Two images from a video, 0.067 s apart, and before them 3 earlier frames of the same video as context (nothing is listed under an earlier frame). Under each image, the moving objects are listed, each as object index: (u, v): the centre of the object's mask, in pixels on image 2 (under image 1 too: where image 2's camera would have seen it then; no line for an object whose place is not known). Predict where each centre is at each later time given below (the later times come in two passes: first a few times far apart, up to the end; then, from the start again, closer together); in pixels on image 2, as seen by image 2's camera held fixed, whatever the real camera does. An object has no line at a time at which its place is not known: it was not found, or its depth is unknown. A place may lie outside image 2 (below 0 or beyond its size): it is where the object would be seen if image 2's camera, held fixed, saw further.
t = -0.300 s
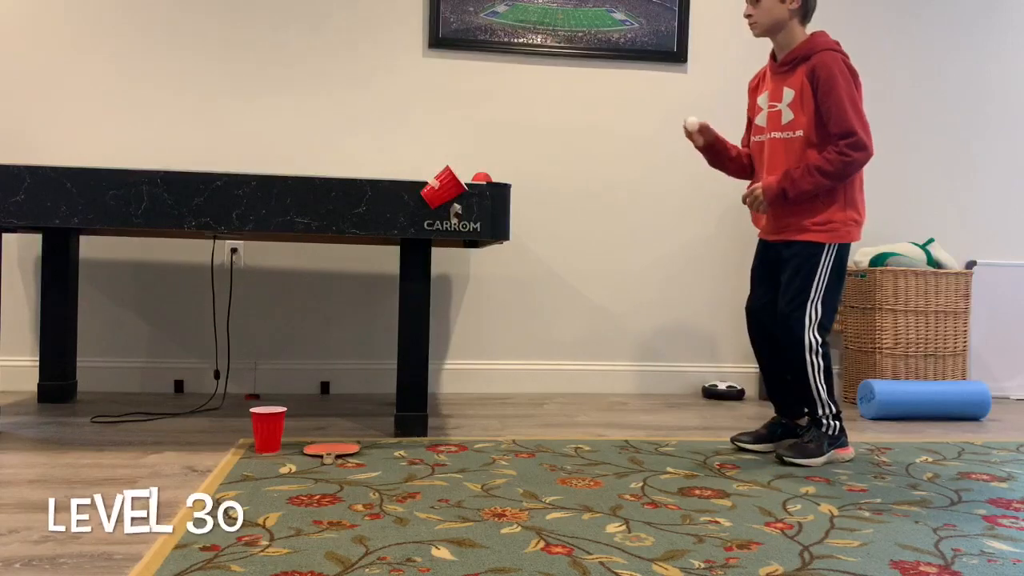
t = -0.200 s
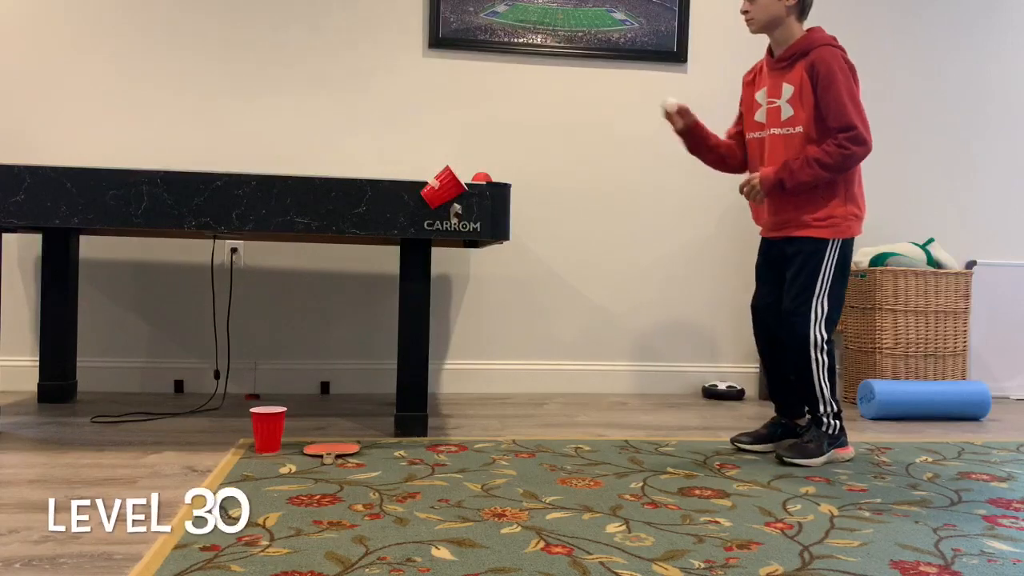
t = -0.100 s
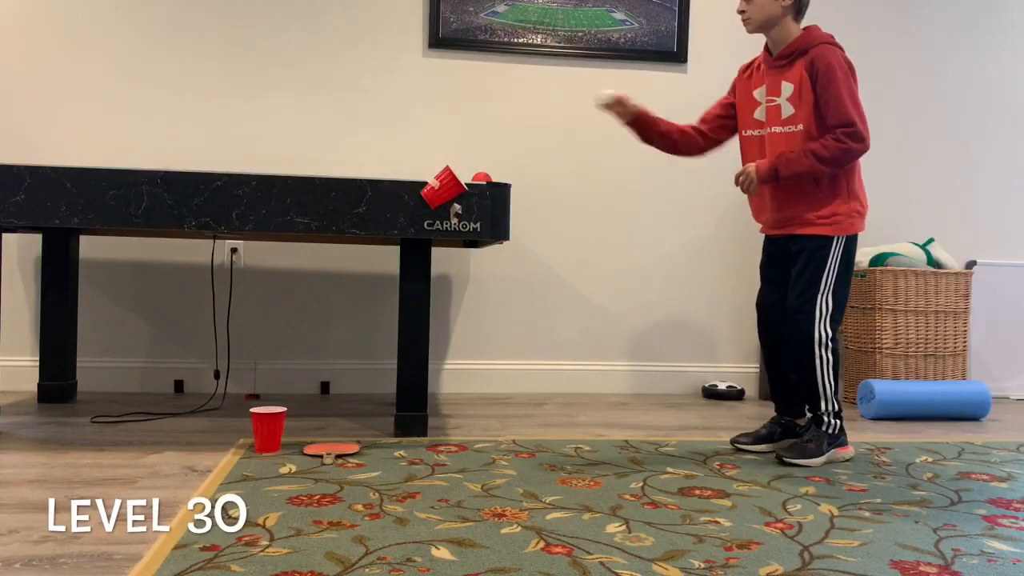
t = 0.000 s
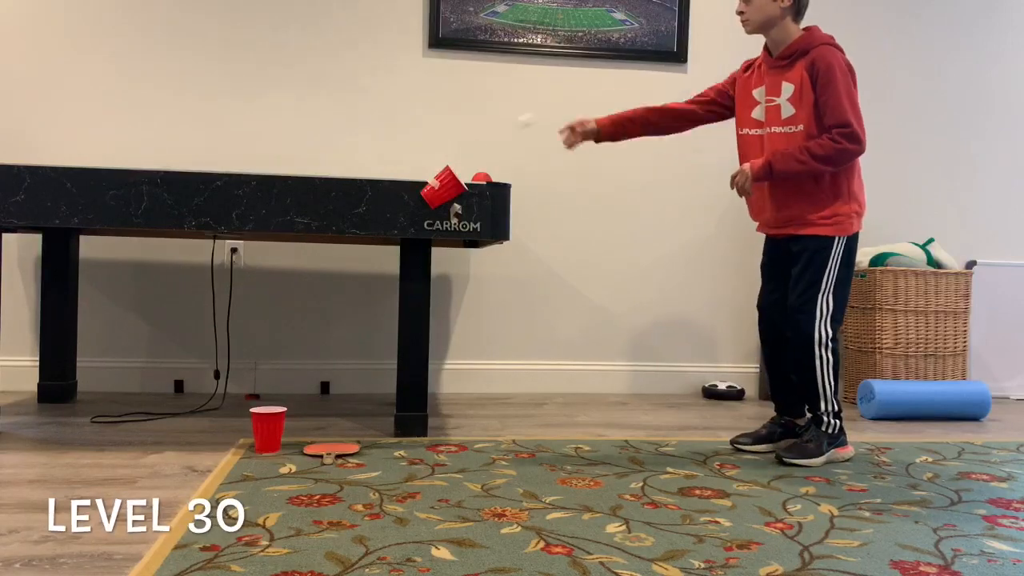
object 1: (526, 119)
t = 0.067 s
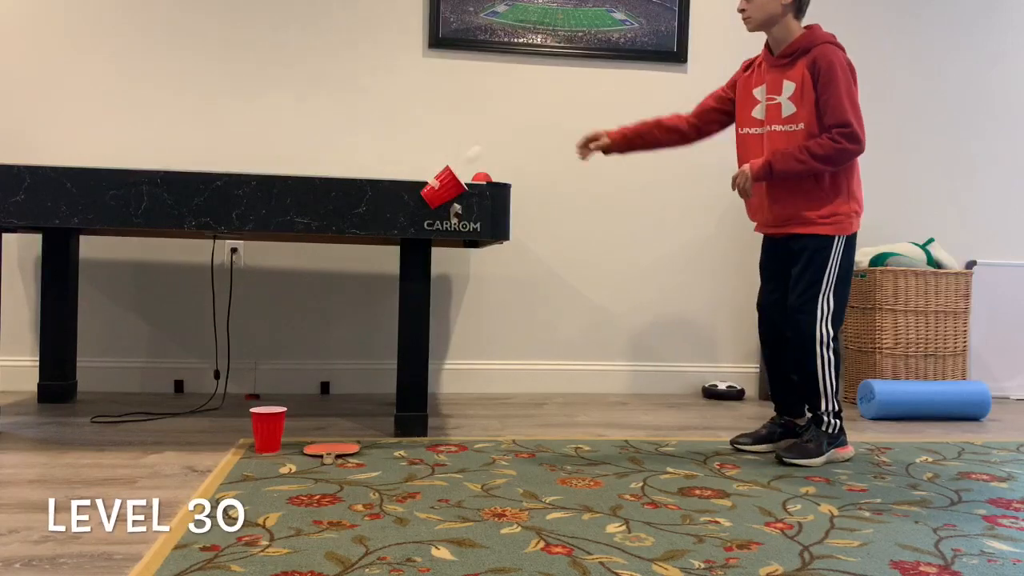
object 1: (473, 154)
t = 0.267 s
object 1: (376, 231)
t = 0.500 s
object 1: (276, 405)
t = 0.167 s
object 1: (420, 205)
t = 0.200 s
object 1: (406, 210)
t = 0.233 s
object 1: (391, 219)
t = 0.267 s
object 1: (376, 231)
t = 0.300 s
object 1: (362, 246)
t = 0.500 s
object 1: (276, 405)
